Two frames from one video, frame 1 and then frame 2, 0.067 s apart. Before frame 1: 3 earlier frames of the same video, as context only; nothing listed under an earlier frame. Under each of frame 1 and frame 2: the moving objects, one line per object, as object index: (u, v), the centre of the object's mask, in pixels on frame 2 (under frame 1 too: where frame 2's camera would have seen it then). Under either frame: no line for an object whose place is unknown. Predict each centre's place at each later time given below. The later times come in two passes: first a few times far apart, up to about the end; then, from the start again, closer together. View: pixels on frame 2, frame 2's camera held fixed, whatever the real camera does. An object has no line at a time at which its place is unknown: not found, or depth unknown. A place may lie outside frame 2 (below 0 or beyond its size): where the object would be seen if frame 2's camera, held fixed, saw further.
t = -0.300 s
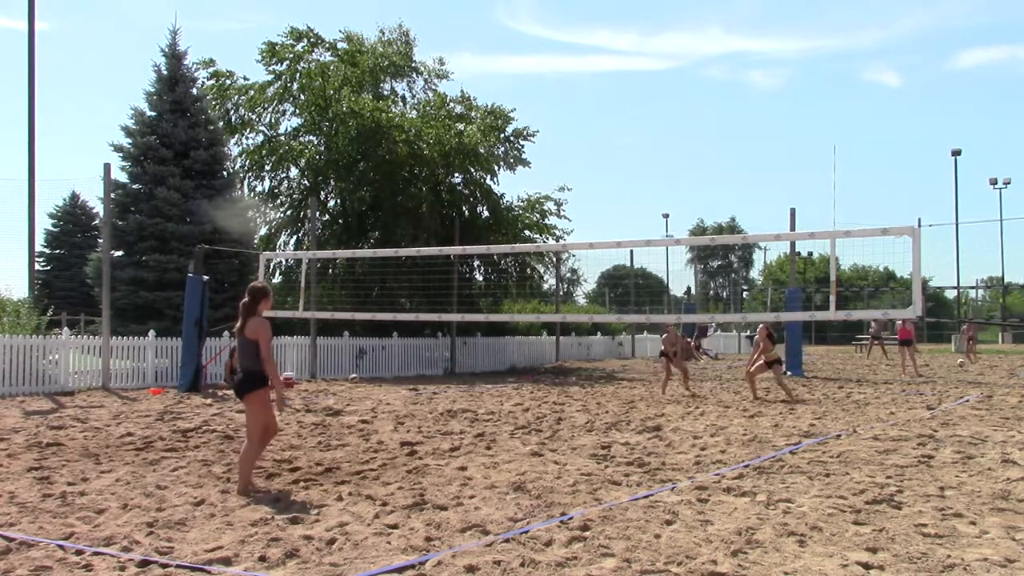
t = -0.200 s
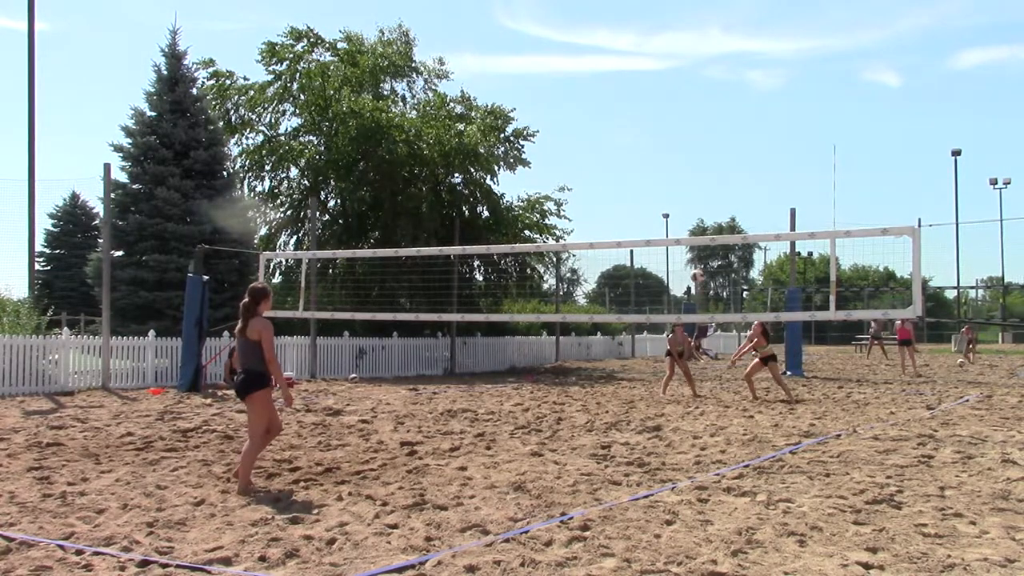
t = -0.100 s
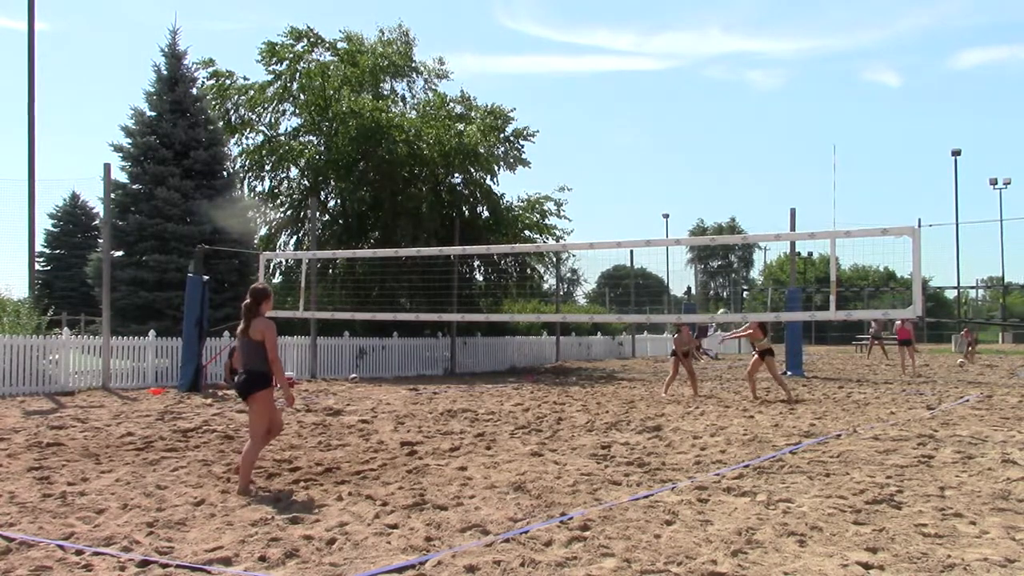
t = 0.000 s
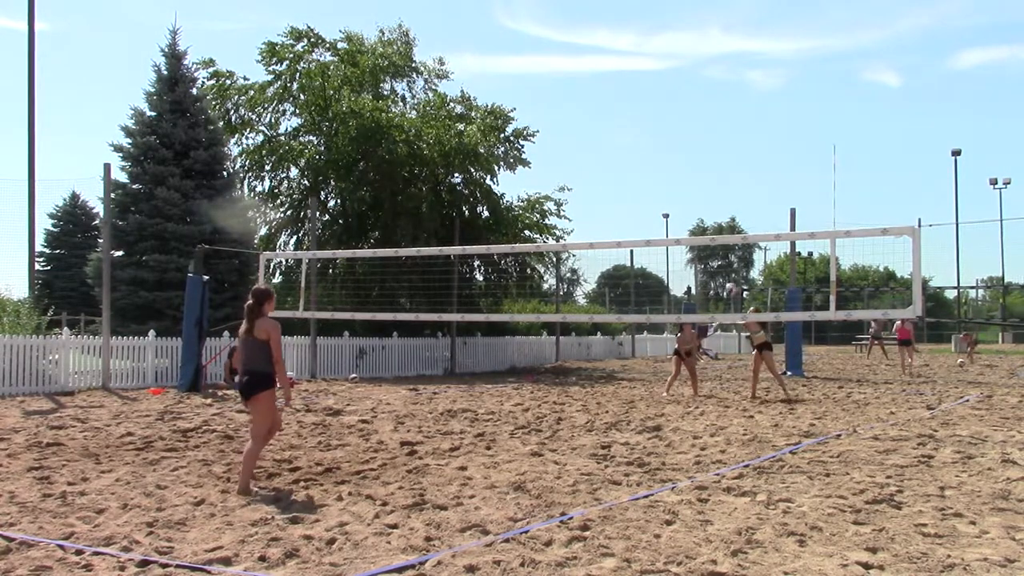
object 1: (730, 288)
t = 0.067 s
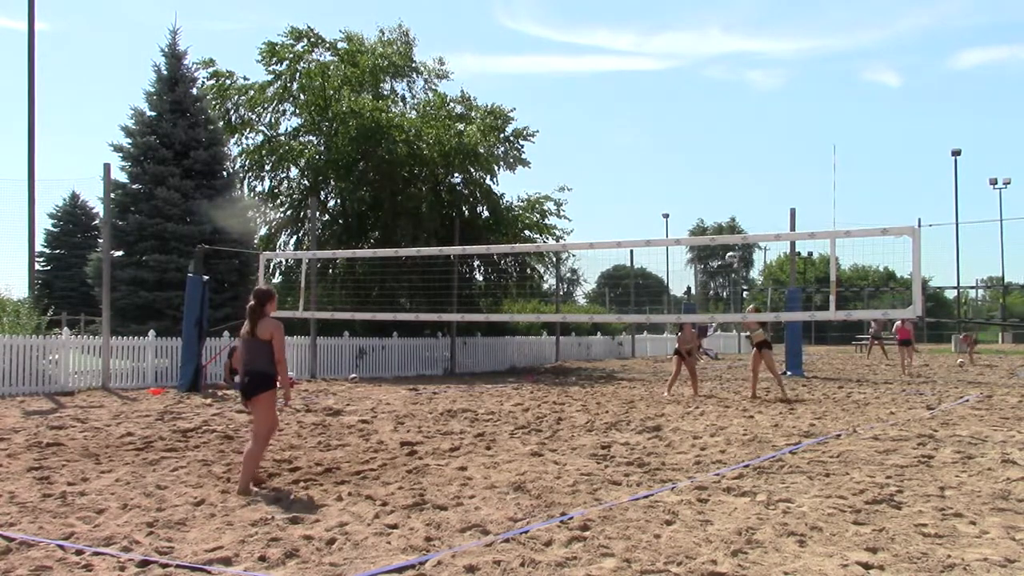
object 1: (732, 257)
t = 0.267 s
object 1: (735, 179)
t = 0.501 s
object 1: (740, 115)
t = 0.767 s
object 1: (745, 81)
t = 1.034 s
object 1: (750, 91)
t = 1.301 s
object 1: (755, 149)
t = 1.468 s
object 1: (757, 210)
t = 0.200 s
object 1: (734, 203)
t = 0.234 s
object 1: (734, 191)
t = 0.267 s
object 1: (735, 179)
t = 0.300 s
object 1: (736, 168)
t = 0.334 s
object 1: (737, 158)
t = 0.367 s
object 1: (737, 148)
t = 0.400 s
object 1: (738, 139)
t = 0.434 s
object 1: (738, 131)
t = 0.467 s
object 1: (739, 123)
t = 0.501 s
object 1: (740, 115)
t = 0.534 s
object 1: (740, 109)
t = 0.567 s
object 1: (741, 103)
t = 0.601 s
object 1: (742, 97)
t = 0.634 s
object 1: (743, 93)
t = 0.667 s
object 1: (743, 89)
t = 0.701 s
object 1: (744, 86)
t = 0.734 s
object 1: (744, 83)
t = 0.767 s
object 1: (745, 81)
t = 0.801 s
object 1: (746, 80)
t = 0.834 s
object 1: (746, 79)
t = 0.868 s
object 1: (747, 79)
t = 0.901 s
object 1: (748, 80)
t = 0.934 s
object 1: (749, 82)
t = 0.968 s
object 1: (749, 84)
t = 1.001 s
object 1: (750, 87)
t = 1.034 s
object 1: (750, 91)
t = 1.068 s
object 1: (751, 95)
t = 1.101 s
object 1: (752, 100)
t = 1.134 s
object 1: (752, 107)
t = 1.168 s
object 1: (753, 113)
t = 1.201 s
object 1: (753, 121)
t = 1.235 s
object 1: (754, 129)
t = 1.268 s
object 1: (754, 138)
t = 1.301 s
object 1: (755, 149)
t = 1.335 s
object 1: (756, 159)
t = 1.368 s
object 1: (756, 170)
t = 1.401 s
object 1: (756, 183)
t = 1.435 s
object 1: (756, 196)
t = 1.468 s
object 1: (757, 210)
